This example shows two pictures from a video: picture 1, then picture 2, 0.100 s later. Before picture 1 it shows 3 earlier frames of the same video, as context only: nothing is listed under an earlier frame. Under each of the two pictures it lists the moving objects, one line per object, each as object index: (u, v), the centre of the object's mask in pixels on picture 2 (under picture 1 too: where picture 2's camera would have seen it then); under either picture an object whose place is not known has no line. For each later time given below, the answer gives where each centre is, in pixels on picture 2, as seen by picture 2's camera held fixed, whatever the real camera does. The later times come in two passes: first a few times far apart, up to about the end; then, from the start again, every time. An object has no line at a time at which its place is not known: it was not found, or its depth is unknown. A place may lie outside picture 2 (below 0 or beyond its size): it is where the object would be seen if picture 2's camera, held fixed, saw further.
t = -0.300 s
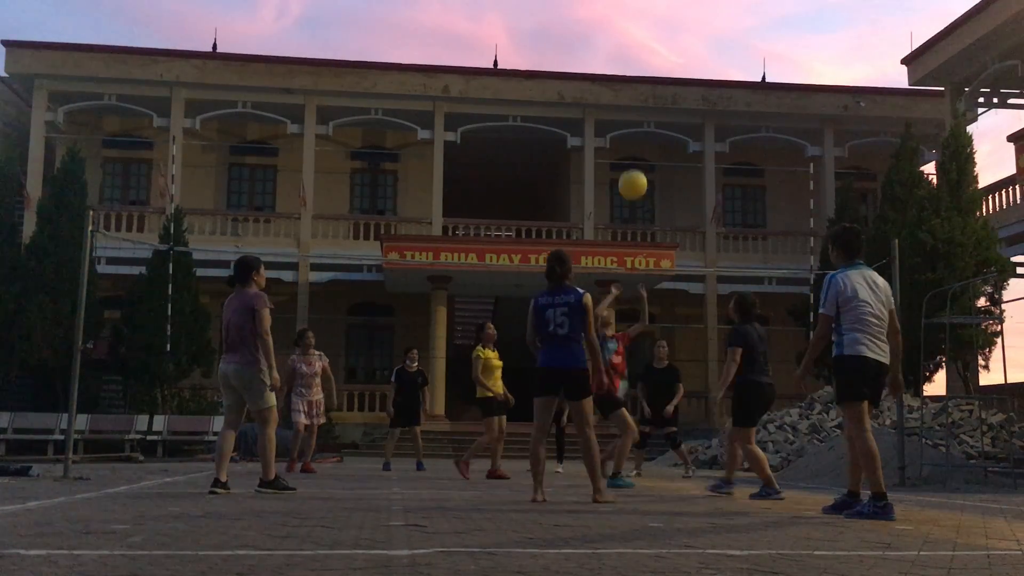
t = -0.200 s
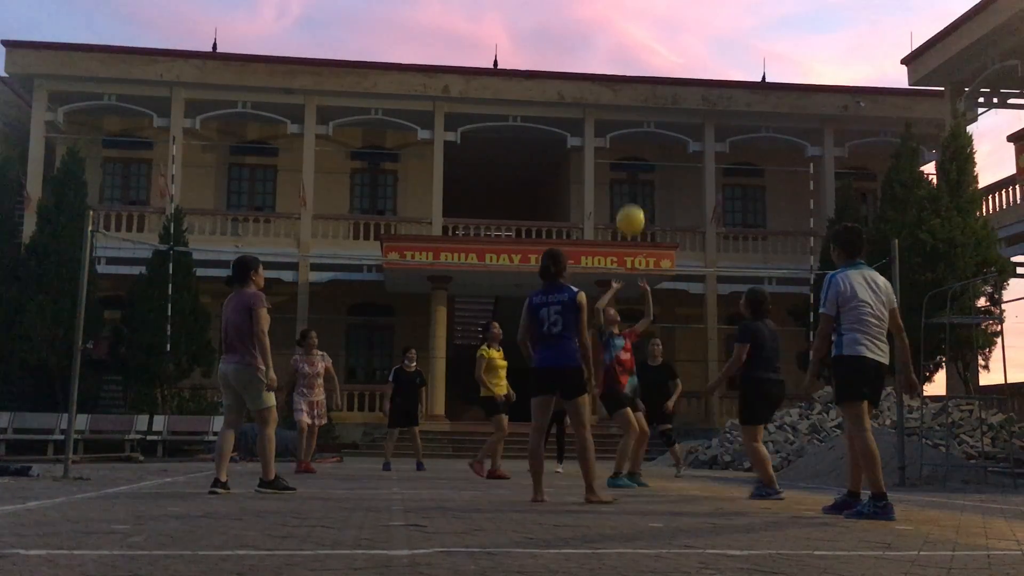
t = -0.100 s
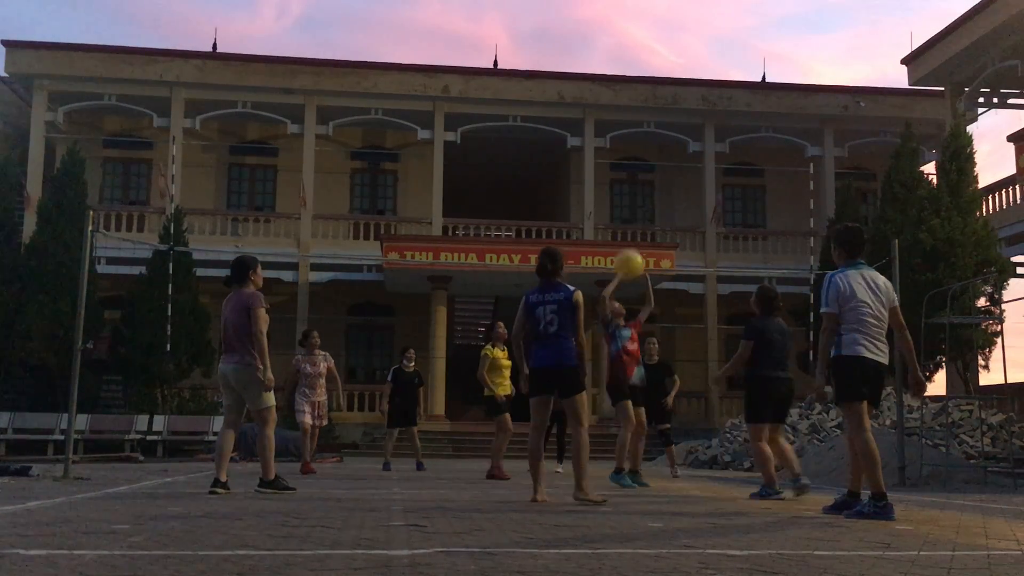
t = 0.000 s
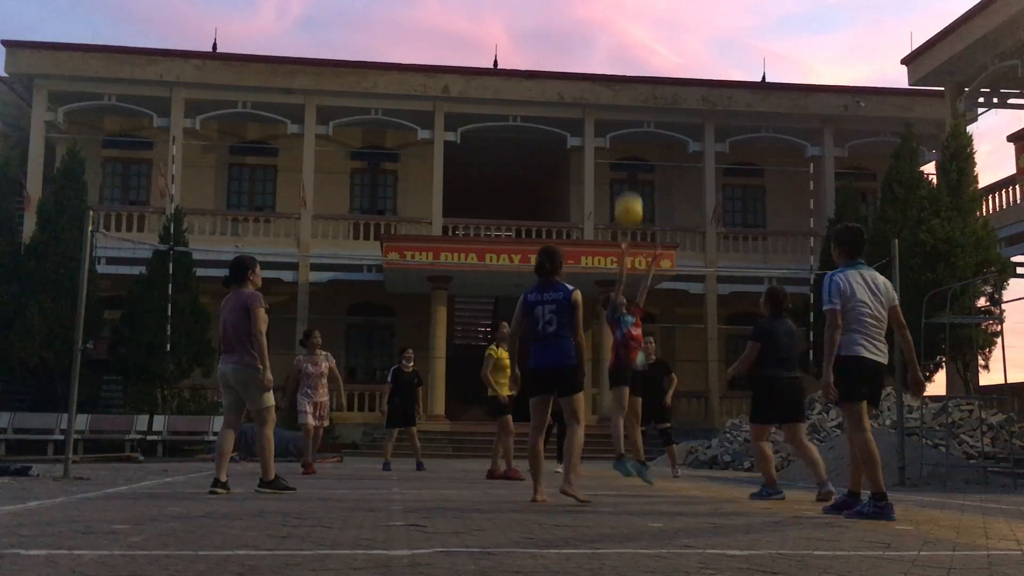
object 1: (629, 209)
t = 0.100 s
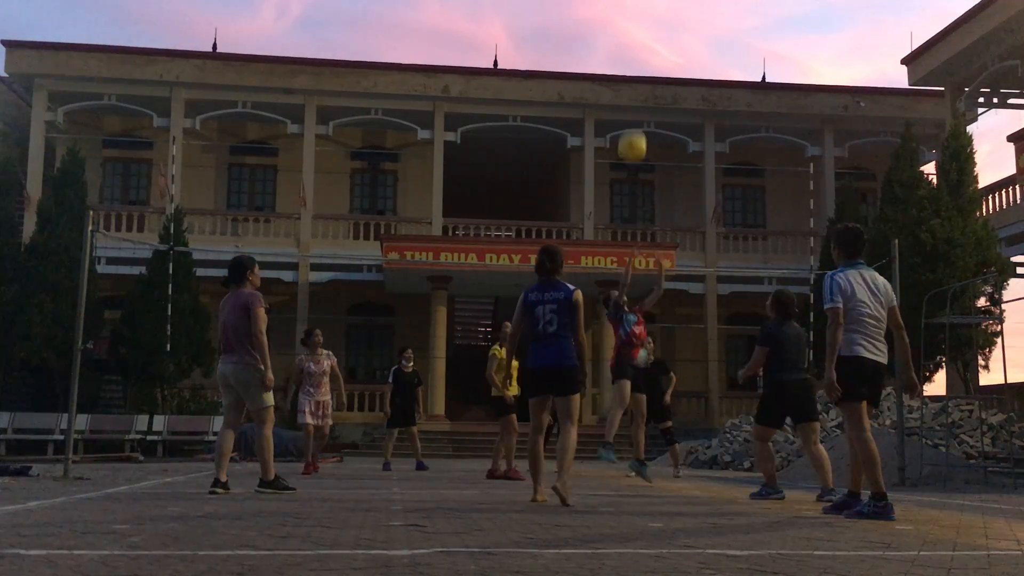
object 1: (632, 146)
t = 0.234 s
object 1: (638, 82)
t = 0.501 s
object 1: (653, 10)
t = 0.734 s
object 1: (668, 8)
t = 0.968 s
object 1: (684, 58)
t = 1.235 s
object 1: (701, 193)
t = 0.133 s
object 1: (633, 128)
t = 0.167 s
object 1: (635, 111)
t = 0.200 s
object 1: (637, 94)
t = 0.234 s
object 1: (638, 82)
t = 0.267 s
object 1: (640, 67)
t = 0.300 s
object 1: (641, 55)
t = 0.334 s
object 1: (643, 44)
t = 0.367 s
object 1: (645, 34)
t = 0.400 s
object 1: (647, 26)
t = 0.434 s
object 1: (649, 18)
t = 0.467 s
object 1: (651, 13)
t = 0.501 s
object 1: (653, 10)
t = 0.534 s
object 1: (656, 8)
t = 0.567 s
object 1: (658, 7)
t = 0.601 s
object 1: (660, 6)
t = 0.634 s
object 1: (662, 6)
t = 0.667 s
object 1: (664, 6)
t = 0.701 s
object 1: (666, 7)
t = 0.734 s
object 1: (668, 8)
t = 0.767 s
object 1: (670, 11)
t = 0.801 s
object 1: (673, 14)
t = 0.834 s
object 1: (675, 20)
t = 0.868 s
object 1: (677, 27)
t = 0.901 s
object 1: (679, 36)
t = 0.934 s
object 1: (681, 46)
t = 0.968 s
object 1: (684, 58)
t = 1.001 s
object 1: (686, 71)
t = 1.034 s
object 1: (688, 85)
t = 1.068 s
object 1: (691, 100)
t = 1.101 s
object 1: (693, 116)
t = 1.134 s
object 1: (695, 133)
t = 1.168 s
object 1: (697, 152)
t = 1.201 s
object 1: (699, 172)
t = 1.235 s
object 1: (701, 193)
